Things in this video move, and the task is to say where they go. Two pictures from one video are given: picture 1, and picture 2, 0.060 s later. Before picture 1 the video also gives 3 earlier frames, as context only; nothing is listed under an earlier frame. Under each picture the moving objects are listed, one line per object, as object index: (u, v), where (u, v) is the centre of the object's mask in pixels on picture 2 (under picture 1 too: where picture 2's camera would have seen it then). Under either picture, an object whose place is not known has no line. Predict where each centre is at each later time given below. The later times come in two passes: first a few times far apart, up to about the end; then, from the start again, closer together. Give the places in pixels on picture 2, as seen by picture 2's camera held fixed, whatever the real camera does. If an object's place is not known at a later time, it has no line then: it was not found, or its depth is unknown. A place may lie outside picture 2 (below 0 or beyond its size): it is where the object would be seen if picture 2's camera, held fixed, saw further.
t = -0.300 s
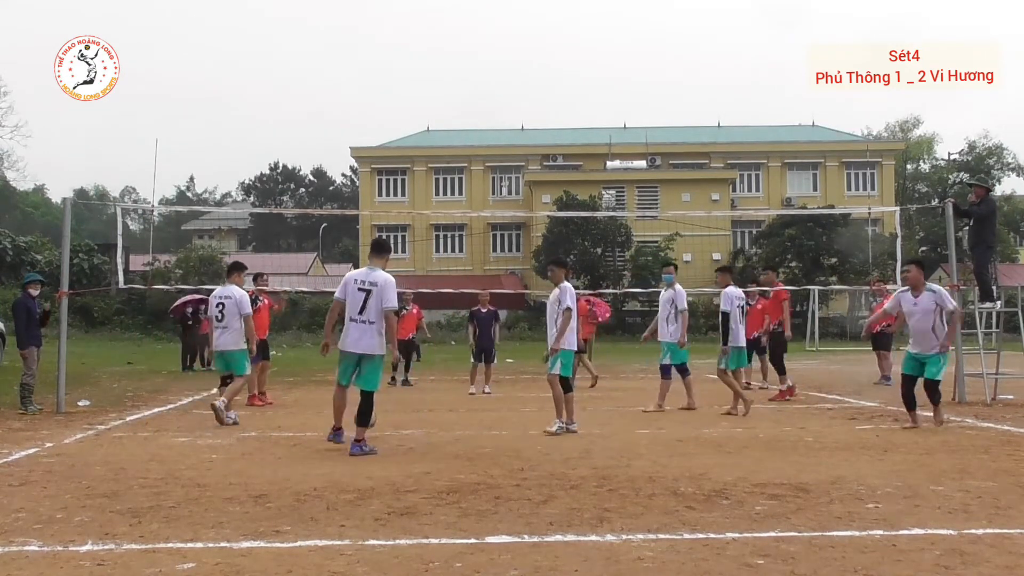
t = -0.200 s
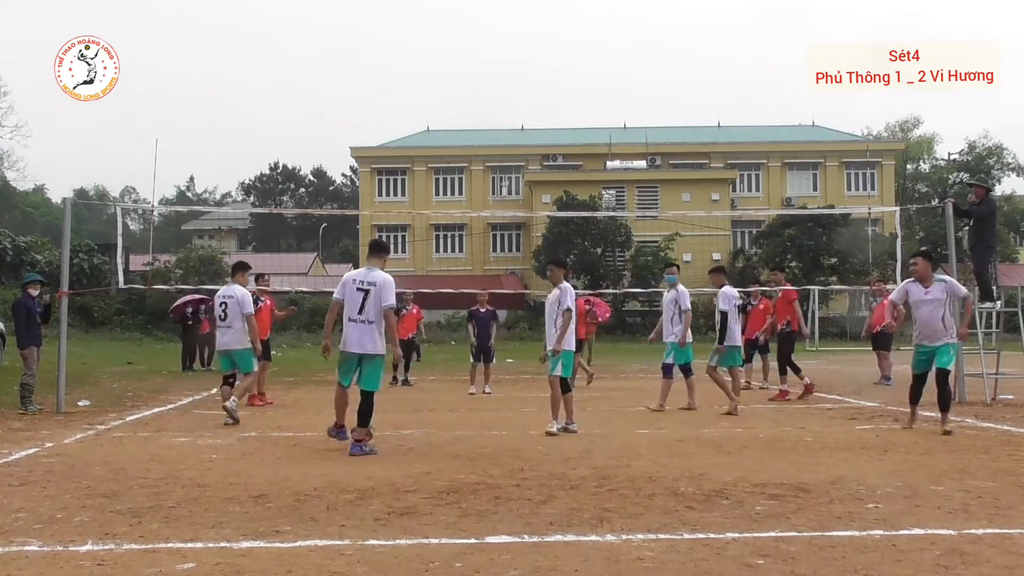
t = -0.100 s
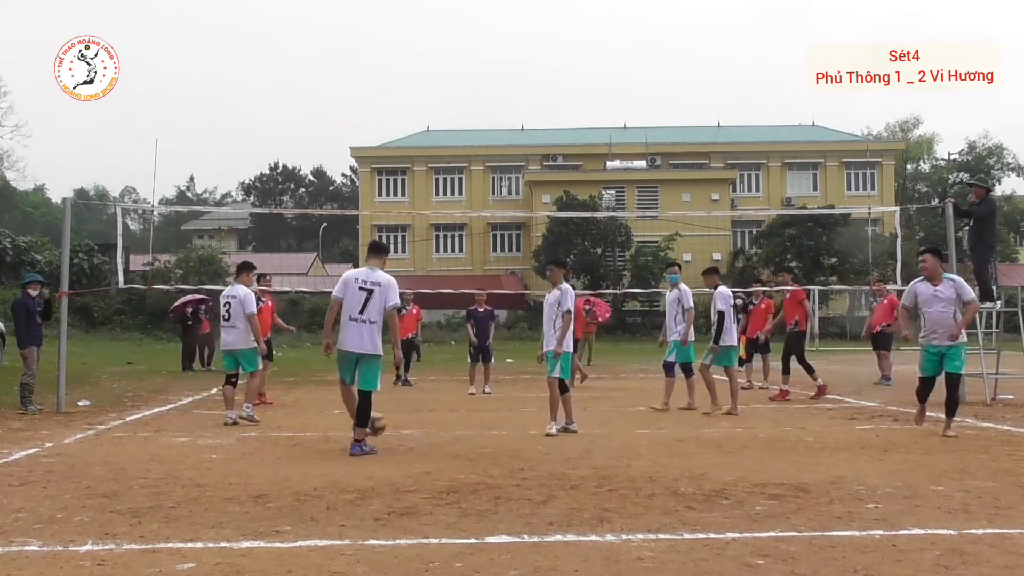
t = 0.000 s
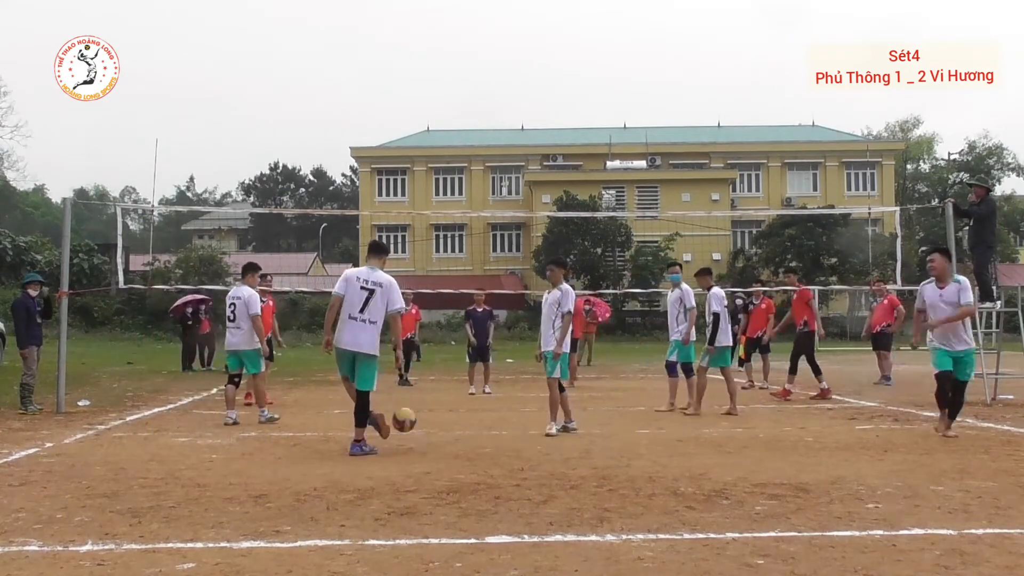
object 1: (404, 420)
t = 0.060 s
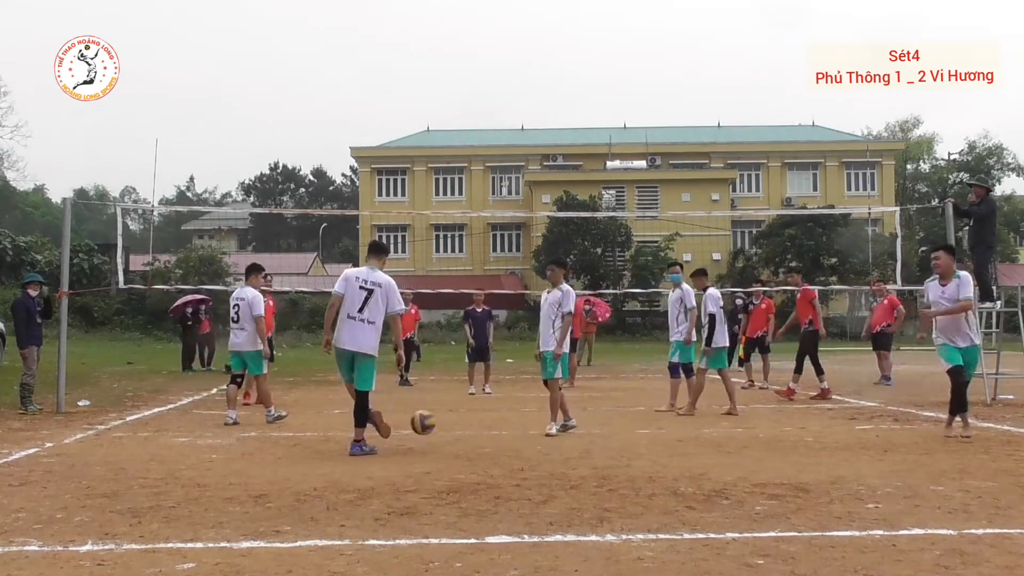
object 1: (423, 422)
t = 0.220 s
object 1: (468, 438)
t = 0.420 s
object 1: (505, 439)
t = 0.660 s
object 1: (555, 447)
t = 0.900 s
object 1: (612, 455)
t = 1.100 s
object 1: (666, 467)
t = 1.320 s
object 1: (731, 484)
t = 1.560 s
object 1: (815, 497)
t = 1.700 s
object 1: (874, 510)
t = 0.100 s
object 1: (435, 427)
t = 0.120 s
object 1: (442, 430)
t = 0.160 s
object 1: (454, 437)
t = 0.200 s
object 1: (465, 441)
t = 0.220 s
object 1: (468, 438)
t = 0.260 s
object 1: (475, 433)
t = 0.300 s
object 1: (482, 432)
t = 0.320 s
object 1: (486, 431)
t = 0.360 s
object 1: (494, 433)
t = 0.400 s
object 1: (501, 436)
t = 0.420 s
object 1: (505, 439)
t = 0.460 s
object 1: (513, 445)
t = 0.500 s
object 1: (522, 452)
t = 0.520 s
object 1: (525, 450)
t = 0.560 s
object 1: (533, 446)
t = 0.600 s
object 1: (542, 446)
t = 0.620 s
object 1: (547, 445)
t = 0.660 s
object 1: (555, 447)
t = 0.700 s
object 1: (565, 451)
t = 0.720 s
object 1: (569, 454)
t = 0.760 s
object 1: (579, 462)
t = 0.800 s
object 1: (588, 459)
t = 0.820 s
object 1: (593, 457)
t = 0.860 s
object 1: (603, 455)
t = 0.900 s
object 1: (612, 455)
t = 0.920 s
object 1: (618, 456)
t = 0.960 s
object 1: (628, 461)
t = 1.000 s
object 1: (639, 467)
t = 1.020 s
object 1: (645, 472)
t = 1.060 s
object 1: (655, 471)
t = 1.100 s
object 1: (666, 467)
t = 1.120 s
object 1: (671, 466)
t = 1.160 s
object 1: (683, 467)
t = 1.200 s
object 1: (694, 470)
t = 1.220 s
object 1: (700, 472)
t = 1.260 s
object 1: (713, 480)
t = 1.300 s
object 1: (724, 487)
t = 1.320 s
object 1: (731, 484)
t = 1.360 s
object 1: (744, 482)
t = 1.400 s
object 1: (758, 483)
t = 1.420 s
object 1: (765, 485)
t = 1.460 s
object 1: (779, 490)
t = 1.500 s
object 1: (793, 499)
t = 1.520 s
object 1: (800, 499)
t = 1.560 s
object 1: (815, 497)
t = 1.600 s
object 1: (832, 499)
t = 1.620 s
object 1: (840, 502)
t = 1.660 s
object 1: (856, 508)
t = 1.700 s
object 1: (874, 510)
